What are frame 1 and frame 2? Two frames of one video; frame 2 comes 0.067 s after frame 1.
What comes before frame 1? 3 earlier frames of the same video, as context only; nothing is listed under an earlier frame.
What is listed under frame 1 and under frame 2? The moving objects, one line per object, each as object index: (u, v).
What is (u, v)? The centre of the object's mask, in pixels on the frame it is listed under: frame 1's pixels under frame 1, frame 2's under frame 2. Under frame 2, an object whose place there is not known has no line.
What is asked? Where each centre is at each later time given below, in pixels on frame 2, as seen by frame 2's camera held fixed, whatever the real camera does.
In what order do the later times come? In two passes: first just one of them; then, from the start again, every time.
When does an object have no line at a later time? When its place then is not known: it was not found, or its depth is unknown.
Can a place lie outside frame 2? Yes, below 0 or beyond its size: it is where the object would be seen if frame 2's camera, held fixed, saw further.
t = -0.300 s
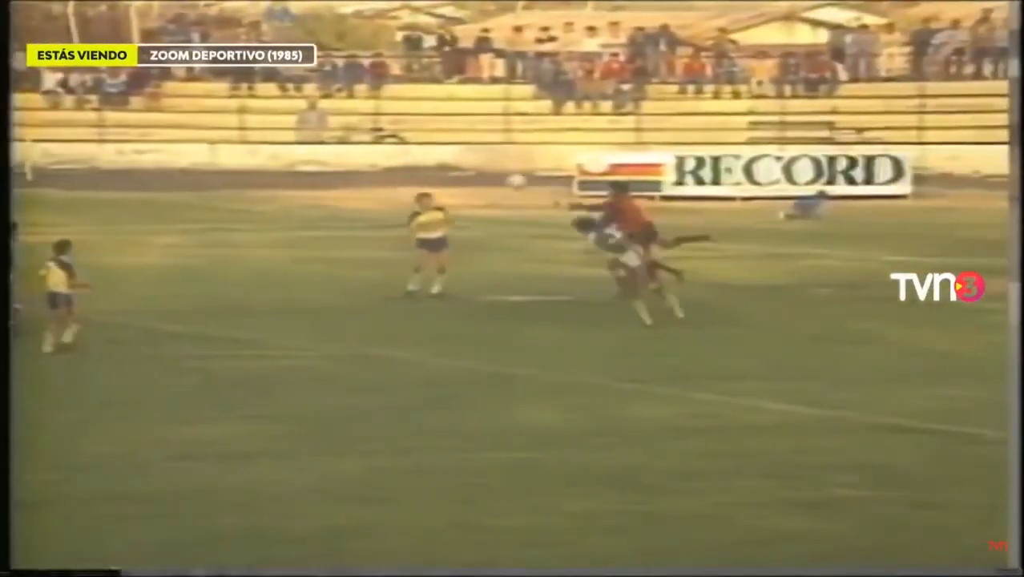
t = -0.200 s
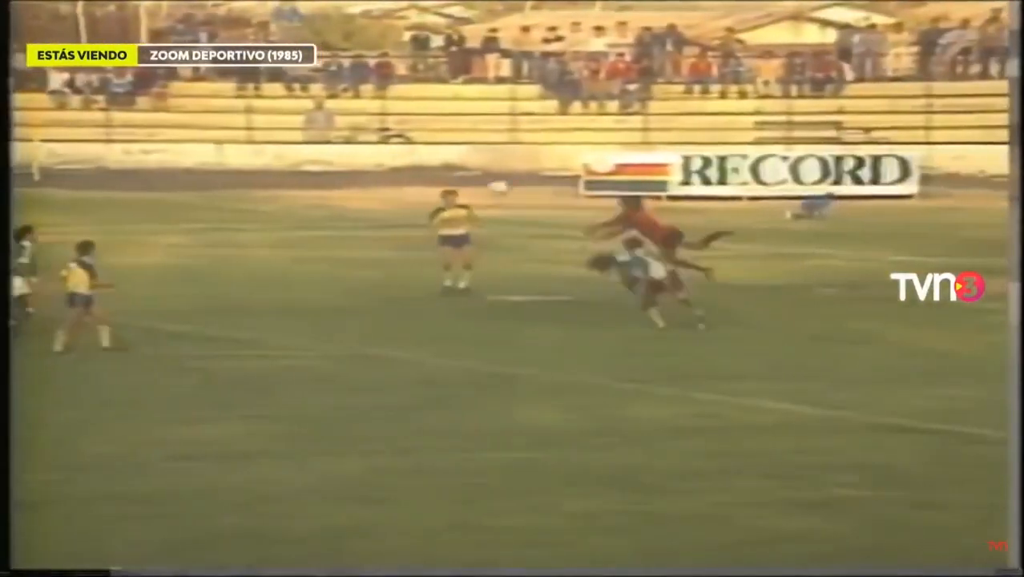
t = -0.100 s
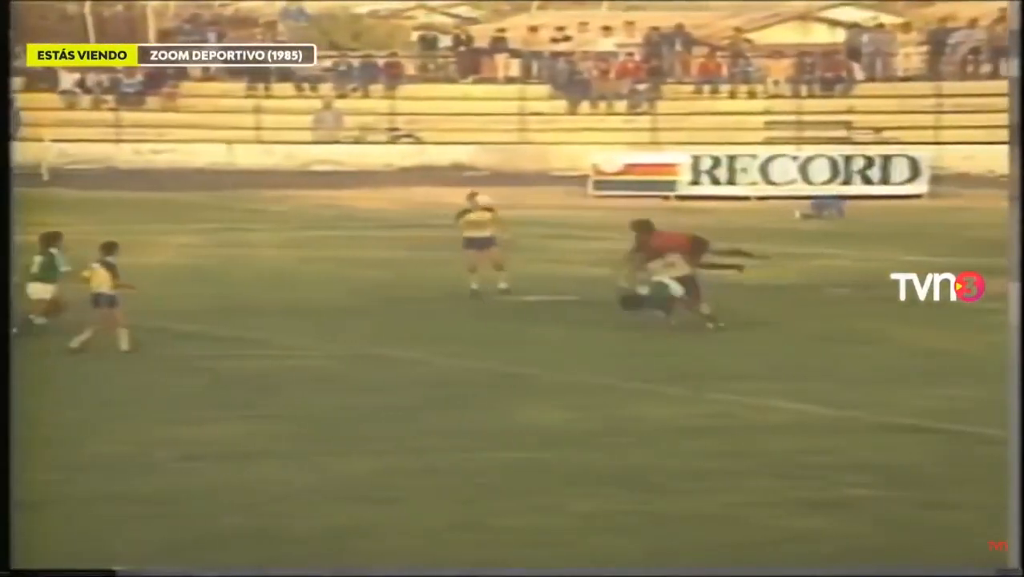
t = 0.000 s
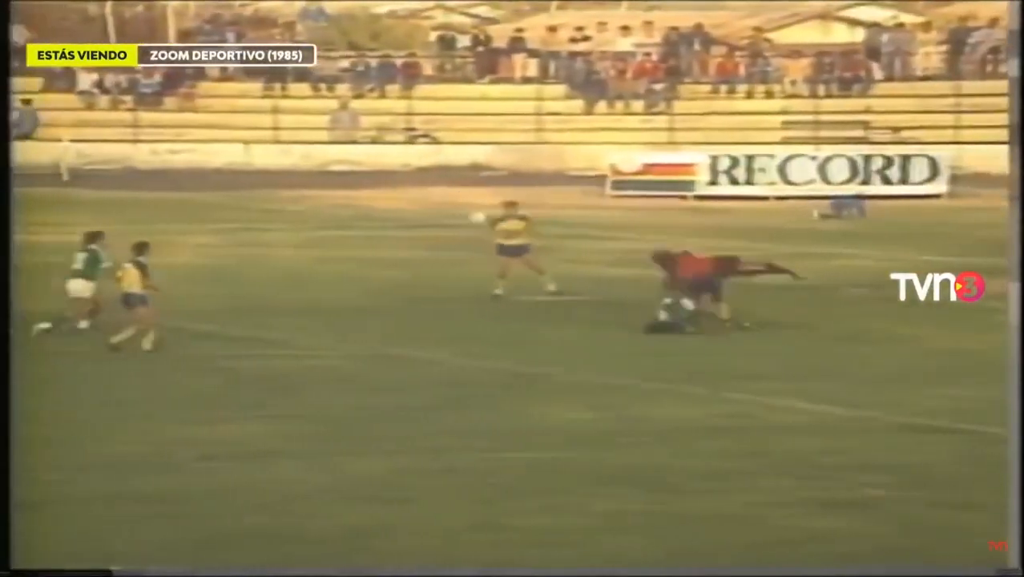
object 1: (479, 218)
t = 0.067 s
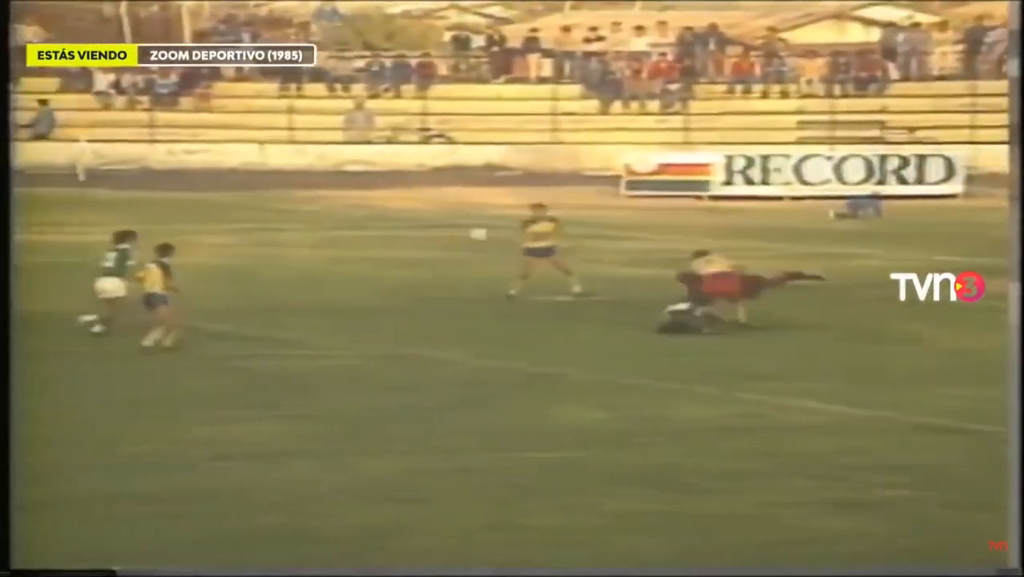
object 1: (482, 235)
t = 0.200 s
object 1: (450, 275)
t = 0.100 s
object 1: (472, 243)
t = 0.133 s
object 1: (465, 254)
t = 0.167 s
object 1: (457, 264)
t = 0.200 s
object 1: (450, 275)
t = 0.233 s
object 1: (443, 286)
